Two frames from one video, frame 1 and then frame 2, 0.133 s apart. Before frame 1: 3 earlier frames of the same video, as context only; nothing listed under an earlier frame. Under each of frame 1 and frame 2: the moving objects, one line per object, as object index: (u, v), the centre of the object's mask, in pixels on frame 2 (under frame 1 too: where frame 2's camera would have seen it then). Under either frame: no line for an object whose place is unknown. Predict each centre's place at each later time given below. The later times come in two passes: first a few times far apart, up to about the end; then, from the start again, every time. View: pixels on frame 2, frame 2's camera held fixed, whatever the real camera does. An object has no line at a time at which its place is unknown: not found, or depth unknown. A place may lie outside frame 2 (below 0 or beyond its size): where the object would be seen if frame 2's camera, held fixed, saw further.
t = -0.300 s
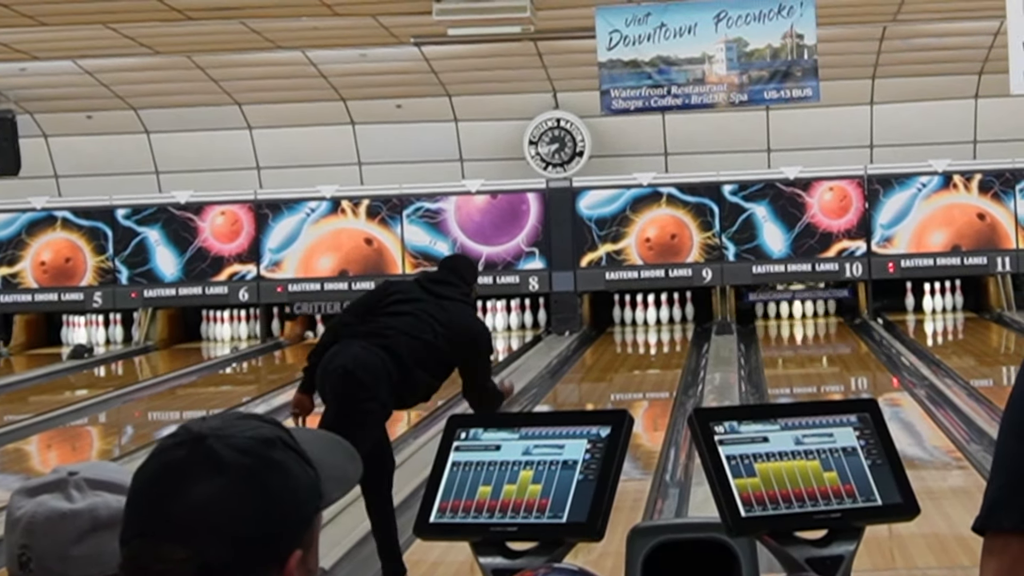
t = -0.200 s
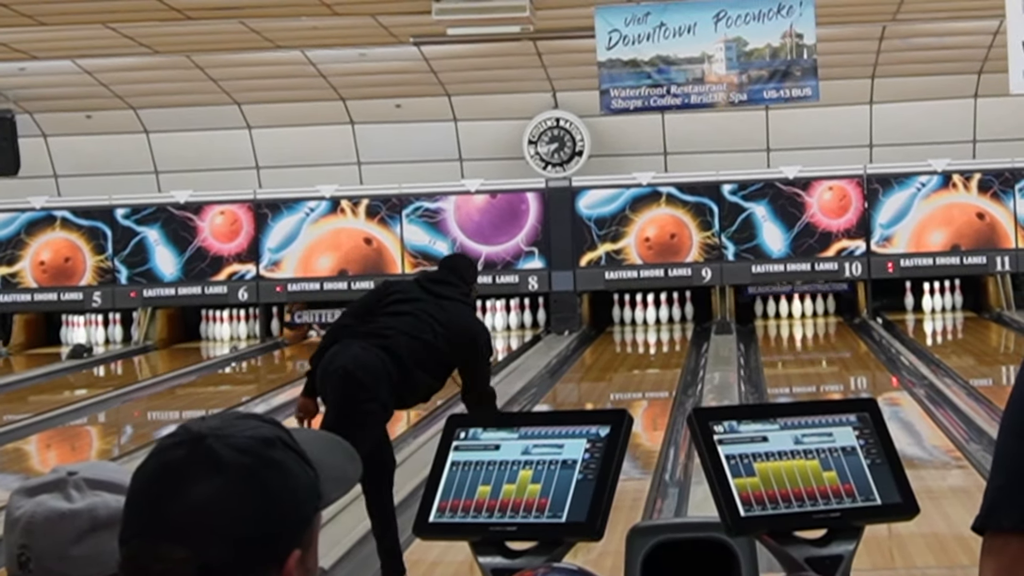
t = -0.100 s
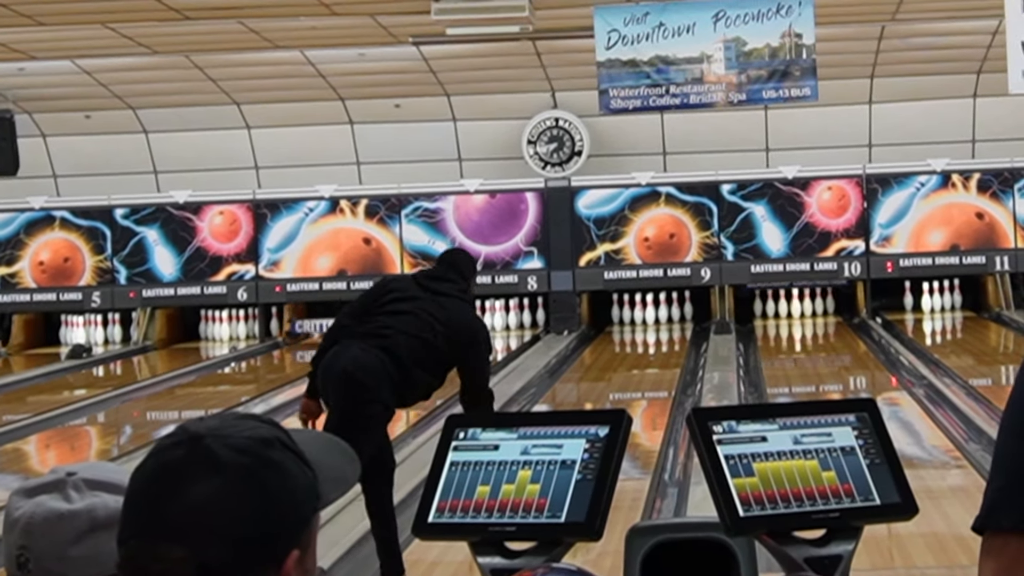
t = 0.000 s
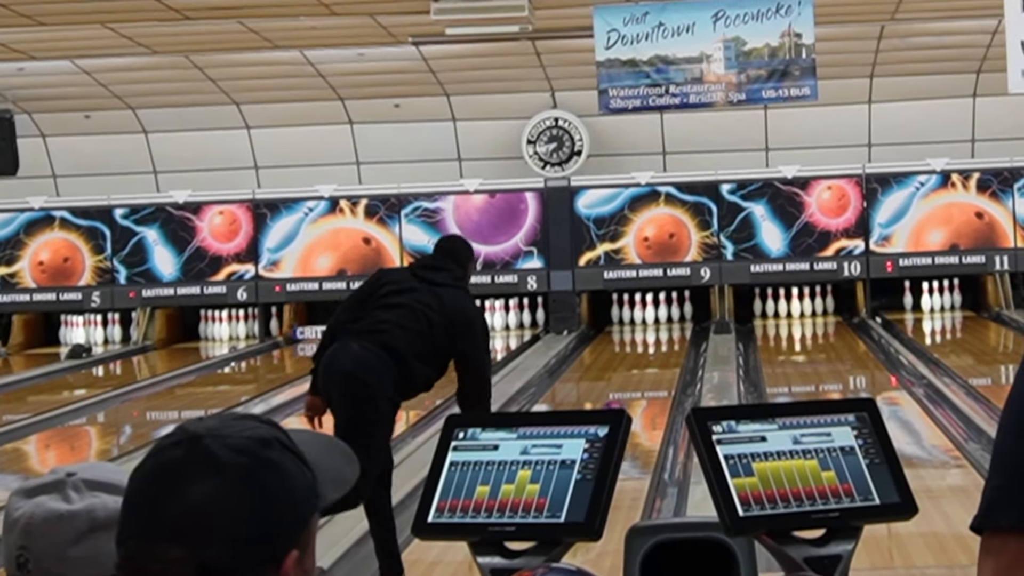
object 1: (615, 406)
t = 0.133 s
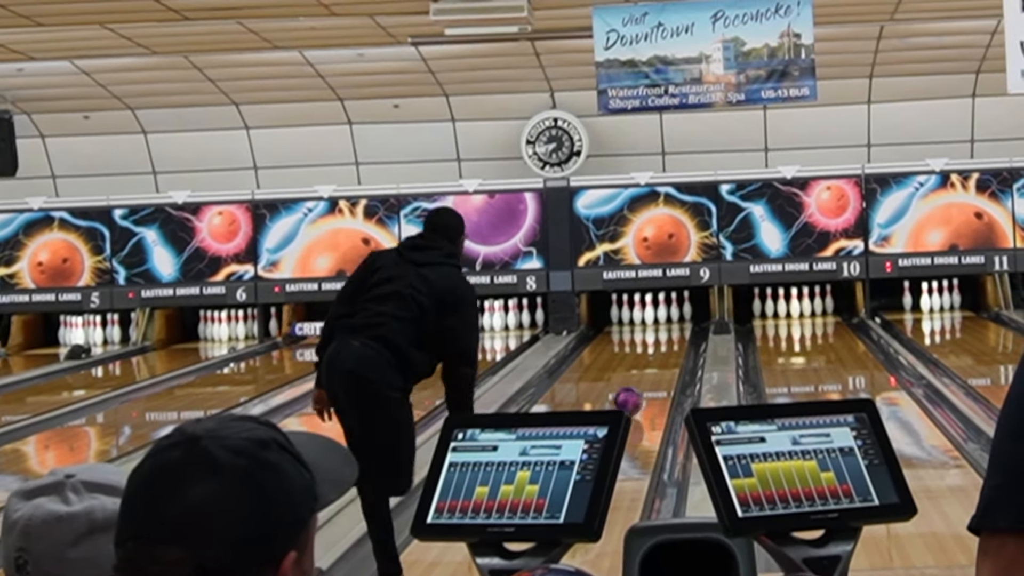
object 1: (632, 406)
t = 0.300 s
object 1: (648, 387)
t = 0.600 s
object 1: (668, 368)
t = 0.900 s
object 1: (681, 349)
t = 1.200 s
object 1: (684, 335)
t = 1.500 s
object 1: (683, 327)
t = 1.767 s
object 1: (673, 316)
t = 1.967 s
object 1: (676, 313)
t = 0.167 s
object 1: (634, 403)
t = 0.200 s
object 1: (637, 397)
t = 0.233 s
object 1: (640, 395)
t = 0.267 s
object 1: (642, 392)
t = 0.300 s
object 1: (648, 387)
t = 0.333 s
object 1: (650, 389)
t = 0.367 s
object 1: (656, 387)
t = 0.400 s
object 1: (660, 385)
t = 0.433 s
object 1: (660, 382)
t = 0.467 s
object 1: (660, 379)
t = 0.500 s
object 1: (661, 376)
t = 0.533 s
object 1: (665, 373)
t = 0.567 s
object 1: (665, 369)
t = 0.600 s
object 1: (668, 368)
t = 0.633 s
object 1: (670, 366)
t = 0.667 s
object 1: (672, 364)
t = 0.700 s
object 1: (674, 361)
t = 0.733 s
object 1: (674, 359)
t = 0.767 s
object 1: (676, 357)
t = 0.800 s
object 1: (678, 355)
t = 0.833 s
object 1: (679, 354)
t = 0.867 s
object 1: (679, 353)
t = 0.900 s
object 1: (681, 349)
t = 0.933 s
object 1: (682, 347)
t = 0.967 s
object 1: (682, 345)
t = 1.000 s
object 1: (683, 344)
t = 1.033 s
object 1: (682, 343)
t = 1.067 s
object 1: (685, 341)
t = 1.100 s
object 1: (686, 339)
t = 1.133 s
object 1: (686, 337)
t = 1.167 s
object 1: (685, 337)
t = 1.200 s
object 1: (684, 335)
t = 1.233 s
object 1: (686, 334)
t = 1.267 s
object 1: (687, 332)
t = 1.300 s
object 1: (685, 332)
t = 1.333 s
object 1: (684, 331)
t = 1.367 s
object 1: (685, 331)
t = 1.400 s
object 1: (684, 329)
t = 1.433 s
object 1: (684, 328)
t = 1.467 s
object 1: (683, 328)
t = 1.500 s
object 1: (683, 327)
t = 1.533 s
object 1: (681, 326)
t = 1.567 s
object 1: (680, 327)
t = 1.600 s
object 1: (680, 325)
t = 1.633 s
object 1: (679, 325)
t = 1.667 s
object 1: (680, 328)
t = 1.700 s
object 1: (676, 318)
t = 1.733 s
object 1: (672, 317)
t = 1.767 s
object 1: (673, 316)
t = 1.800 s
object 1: (674, 315)
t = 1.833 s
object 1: (676, 315)
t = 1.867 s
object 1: (677, 314)
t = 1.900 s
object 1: (677, 314)
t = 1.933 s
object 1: (678, 313)
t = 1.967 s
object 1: (676, 313)
